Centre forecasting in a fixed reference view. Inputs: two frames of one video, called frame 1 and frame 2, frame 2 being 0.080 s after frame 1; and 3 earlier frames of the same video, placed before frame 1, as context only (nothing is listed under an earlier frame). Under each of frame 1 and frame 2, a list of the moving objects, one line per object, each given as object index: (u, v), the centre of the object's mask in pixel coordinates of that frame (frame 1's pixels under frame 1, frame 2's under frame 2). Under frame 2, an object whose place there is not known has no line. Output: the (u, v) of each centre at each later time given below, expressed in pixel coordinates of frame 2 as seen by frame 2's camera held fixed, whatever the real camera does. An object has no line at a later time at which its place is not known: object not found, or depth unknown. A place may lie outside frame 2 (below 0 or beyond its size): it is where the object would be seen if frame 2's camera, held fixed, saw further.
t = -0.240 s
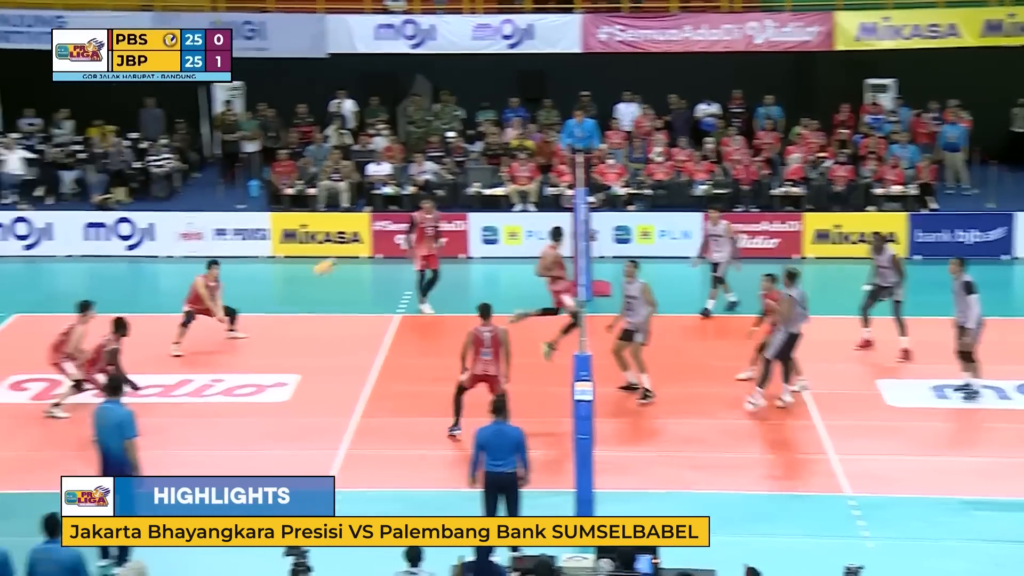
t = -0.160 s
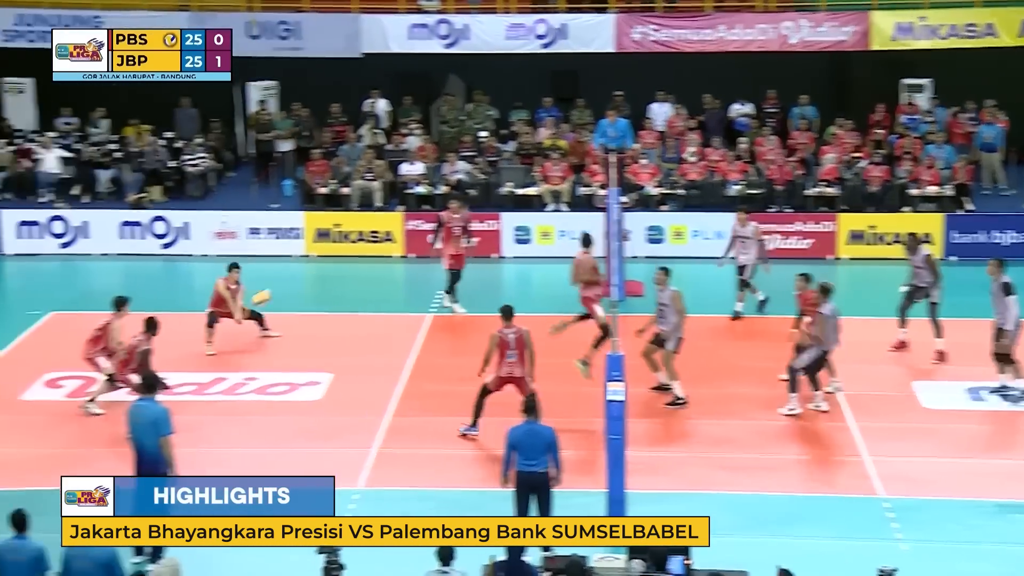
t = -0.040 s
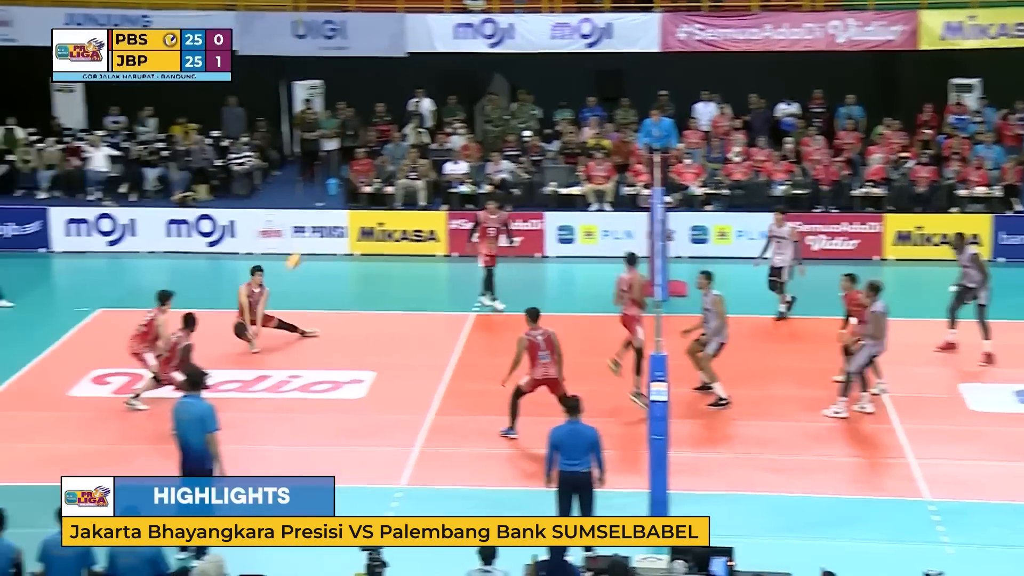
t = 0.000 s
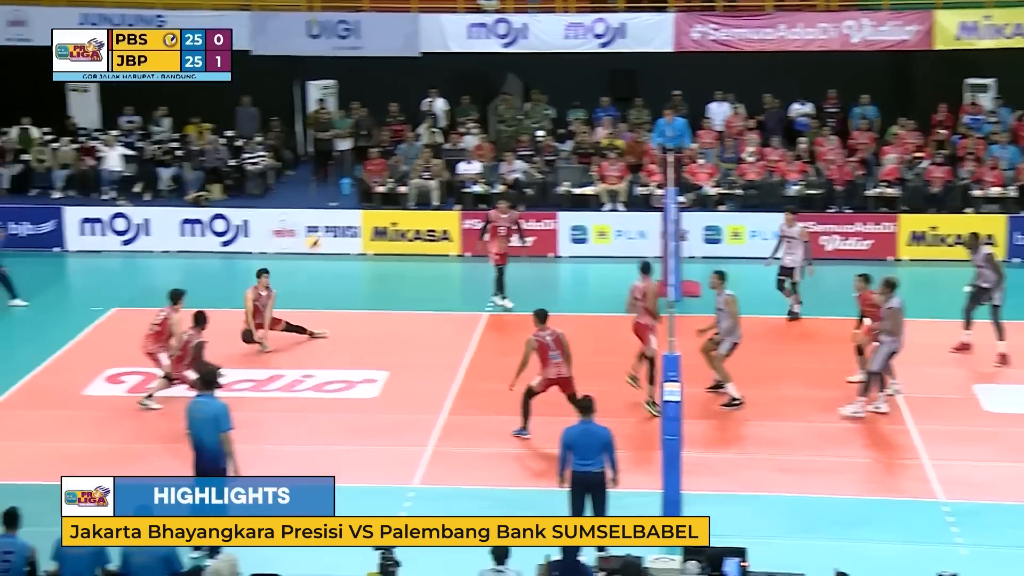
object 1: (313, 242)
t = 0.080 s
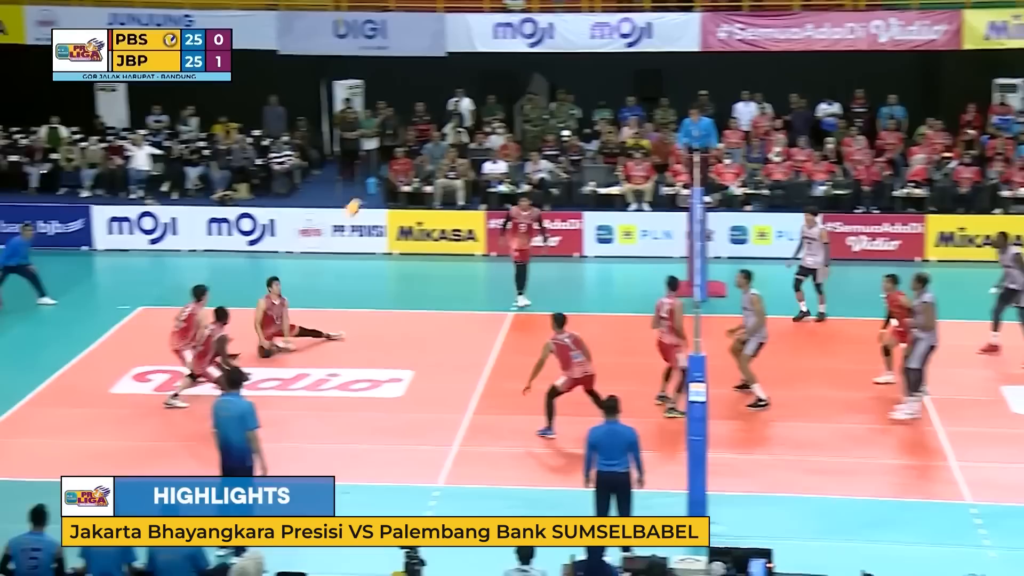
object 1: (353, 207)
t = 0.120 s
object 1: (359, 193)
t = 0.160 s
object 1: (368, 178)
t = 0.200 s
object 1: (375, 165)
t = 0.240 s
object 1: (382, 154)
